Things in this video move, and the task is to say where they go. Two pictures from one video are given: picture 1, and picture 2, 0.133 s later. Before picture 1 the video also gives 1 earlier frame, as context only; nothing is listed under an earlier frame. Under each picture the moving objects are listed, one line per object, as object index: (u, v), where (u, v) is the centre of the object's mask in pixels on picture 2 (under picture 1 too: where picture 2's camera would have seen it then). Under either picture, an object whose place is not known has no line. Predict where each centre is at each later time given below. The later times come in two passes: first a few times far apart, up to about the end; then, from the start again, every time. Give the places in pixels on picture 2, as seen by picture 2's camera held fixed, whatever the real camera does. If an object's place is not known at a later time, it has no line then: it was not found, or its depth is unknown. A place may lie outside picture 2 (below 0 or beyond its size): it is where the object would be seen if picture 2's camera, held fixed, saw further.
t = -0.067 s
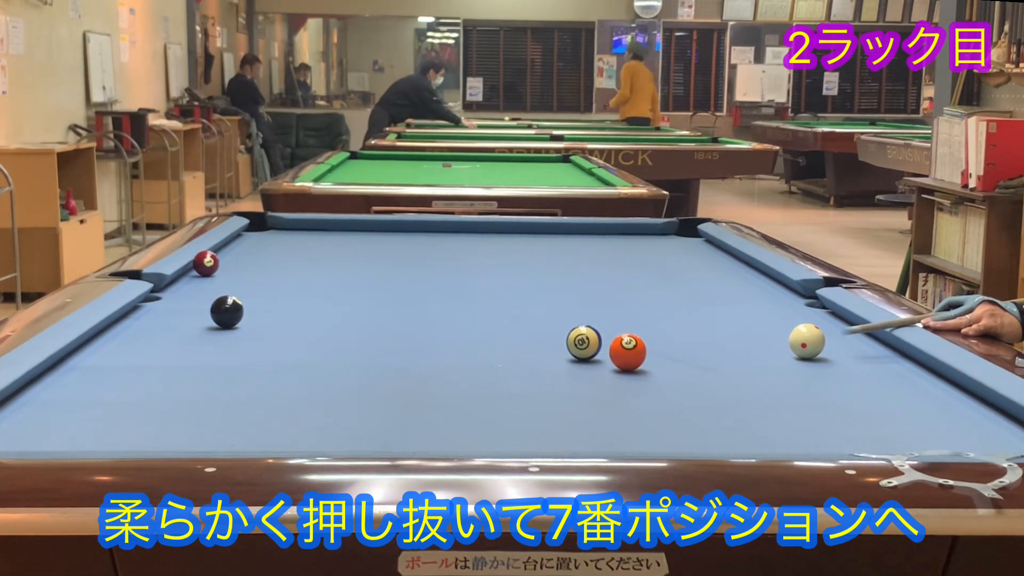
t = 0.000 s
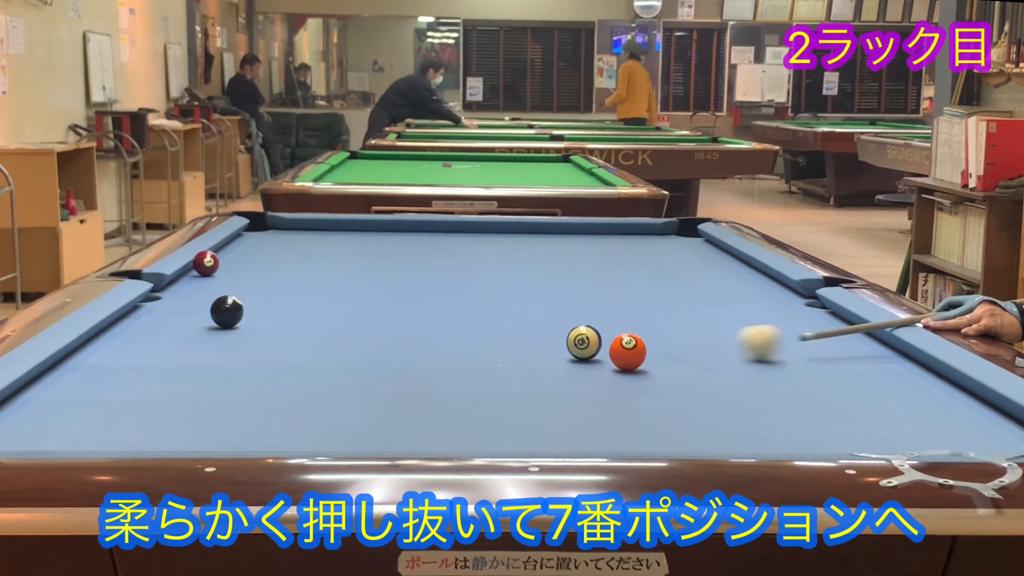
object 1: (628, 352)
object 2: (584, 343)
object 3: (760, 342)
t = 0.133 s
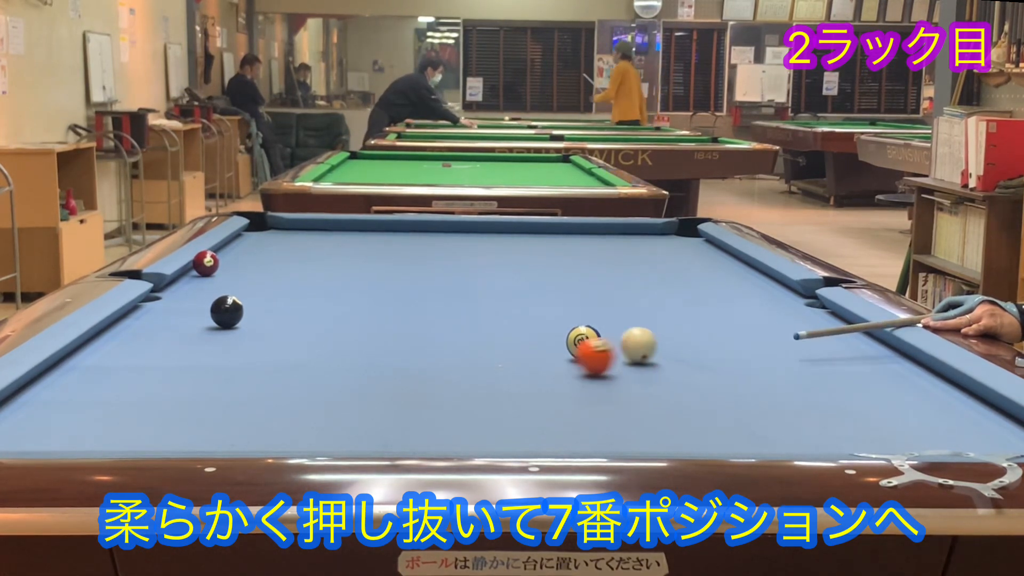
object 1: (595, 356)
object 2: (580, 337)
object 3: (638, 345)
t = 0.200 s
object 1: (544, 364)
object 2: (578, 342)
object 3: (619, 342)
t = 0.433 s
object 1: (380, 390)
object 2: (520, 342)
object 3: (588, 333)
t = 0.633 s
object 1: (229, 414)
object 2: (476, 342)
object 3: (560, 328)
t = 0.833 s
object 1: (54, 434)
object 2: (433, 342)
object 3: (535, 322)
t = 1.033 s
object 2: (392, 341)
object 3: (512, 317)
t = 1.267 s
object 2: (347, 341)
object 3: (488, 312)
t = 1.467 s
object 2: (310, 341)
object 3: (469, 308)
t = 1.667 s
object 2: (274, 341)
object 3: (452, 305)
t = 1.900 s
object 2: (235, 341)
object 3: (434, 301)
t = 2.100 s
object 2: (203, 341)
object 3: (420, 298)
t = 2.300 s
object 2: (174, 340)
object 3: (407, 296)
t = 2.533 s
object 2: (142, 340)
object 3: (393, 293)
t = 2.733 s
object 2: (116, 341)
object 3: (383, 291)
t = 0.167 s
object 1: (570, 360)
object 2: (586, 339)
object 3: (625, 343)
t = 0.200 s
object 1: (544, 364)
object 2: (578, 342)
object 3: (619, 342)
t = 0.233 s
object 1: (519, 368)
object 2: (567, 342)
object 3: (617, 340)
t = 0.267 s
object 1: (495, 372)
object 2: (558, 342)
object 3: (613, 339)
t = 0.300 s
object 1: (471, 376)
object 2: (550, 342)
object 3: (608, 338)
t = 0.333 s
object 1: (448, 380)
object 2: (543, 342)
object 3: (603, 337)
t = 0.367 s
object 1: (425, 383)
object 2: (535, 342)
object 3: (598, 336)
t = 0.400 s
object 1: (402, 386)
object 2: (527, 342)
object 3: (593, 334)
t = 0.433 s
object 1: (380, 390)
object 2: (520, 342)
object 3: (588, 333)
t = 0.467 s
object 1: (357, 394)
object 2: (512, 342)
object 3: (583, 333)
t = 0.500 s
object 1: (332, 397)
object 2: (505, 342)
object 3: (578, 331)
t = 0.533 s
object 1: (308, 401)
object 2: (498, 342)
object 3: (574, 330)
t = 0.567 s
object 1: (282, 405)
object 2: (490, 342)
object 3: (569, 329)
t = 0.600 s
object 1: (256, 409)
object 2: (483, 342)
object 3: (565, 329)
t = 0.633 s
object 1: (229, 414)
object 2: (476, 342)
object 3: (560, 328)
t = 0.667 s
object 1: (202, 418)
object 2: (468, 341)
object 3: (556, 327)
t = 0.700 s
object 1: (174, 422)
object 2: (461, 341)
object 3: (552, 326)
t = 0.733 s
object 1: (145, 426)
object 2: (454, 341)
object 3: (548, 325)
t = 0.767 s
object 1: (115, 429)
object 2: (447, 341)
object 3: (544, 324)
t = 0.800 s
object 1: (84, 432)
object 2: (440, 341)
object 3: (539, 323)
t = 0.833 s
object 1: (54, 434)
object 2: (433, 342)
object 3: (535, 322)
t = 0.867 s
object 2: (426, 342)
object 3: (531, 322)
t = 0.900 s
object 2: (419, 341)
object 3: (527, 321)
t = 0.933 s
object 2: (412, 341)
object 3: (523, 320)
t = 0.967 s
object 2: (406, 341)
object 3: (520, 319)
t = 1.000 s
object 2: (399, 341)
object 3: (516, 318)
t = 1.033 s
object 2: (392, 341)
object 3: (512, 317)
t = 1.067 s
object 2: (386, 341)
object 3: (509, 317)
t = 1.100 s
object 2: (379, 341)
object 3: (505, 316)
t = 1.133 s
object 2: (372, 341)
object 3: (502, 315)
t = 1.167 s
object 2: (366, 341)
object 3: (498, 314)
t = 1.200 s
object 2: (359, 341)
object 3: (495, 314)
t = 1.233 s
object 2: (353, 341)
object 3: (492, 313)
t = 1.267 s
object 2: (347, 341)
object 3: (488, 312)
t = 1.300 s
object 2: (340, 341)
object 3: (485, 312)
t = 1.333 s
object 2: (334, 341)
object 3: (482, 311)
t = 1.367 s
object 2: (328, 341)
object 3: (478, 310)
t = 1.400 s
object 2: (322, 341)
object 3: (475, 310)
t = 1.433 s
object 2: (316, 341)
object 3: (472, 309)
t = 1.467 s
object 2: (310, 341)
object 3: (469, 308)
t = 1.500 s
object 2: (304, 341)
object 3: (466, 308)
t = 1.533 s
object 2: (298, 341)
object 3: (463, 307)
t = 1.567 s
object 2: (292, 341)
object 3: (460, 307)
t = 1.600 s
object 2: (286, 341)
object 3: (457, 306)
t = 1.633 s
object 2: (280, 341)
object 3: (454, 305)
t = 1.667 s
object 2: (274, 341)
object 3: (452, 305)
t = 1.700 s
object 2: (269, 341)
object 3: (449, 304)
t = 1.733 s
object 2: (263, 341)
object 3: (446, 304)
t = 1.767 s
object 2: (257, 340)
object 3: (444, 303)
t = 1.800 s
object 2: (252, 340)
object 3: (441, 303)
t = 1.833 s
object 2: (246, 341)
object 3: (439, 302)
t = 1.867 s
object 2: (241, 341)
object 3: (436, 302)
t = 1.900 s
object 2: (235, 341)
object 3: (434, 301)
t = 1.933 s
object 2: (230, 341)
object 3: (431, 301)
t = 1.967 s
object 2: (224, 340)
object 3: (429, 300)
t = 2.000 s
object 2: (219, 340)
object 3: (426, 300)
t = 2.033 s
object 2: (214, 340)
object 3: (424, 299)
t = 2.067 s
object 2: (209, 340)
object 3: (422, 299)
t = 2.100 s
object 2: (203, 341)
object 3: (420, 298)
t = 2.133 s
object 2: (198, 341)
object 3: (417, 298)
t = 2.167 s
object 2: (193, 341)
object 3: (415, 297)
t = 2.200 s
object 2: (188, 341)
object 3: (413, 297)
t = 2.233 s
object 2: (184, 341)
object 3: (411, 296)
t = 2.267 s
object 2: (179, 340)
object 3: (409, 296)
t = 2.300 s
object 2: (174, 340)
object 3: (407, 296)
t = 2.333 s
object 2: (169, 341)
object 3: (405, 295)
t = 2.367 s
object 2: (164, 340)
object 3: (403, 295)
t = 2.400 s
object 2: (160, 341)
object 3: (401, 295)
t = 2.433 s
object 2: (155, 340)
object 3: (399, 294)
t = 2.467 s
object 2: (151, 341)
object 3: (397, 294)
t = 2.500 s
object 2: (146, 341)
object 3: (395, 293)
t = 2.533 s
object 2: (142, 340)
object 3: (393, 293)
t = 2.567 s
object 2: (137, 341)
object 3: (392, 293)
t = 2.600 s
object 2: (133, 341)
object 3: (390, 292)
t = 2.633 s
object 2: (128, 341)
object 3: (388, 292)
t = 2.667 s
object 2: (125, 341)
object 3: (387, 291)
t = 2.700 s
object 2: (120, 341)
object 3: (385, 291)
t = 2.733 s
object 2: (116, 341)
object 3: (383, 291)
